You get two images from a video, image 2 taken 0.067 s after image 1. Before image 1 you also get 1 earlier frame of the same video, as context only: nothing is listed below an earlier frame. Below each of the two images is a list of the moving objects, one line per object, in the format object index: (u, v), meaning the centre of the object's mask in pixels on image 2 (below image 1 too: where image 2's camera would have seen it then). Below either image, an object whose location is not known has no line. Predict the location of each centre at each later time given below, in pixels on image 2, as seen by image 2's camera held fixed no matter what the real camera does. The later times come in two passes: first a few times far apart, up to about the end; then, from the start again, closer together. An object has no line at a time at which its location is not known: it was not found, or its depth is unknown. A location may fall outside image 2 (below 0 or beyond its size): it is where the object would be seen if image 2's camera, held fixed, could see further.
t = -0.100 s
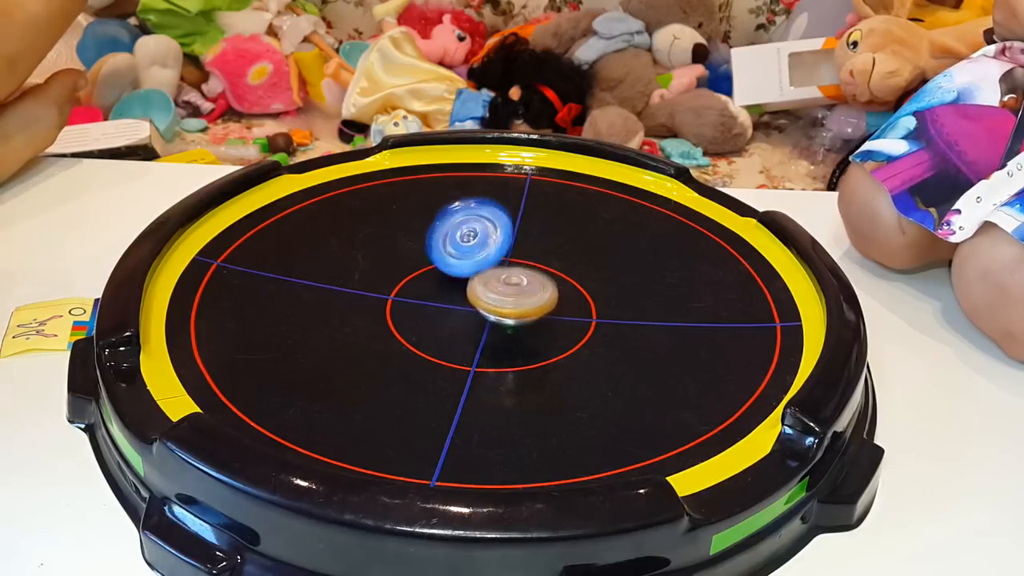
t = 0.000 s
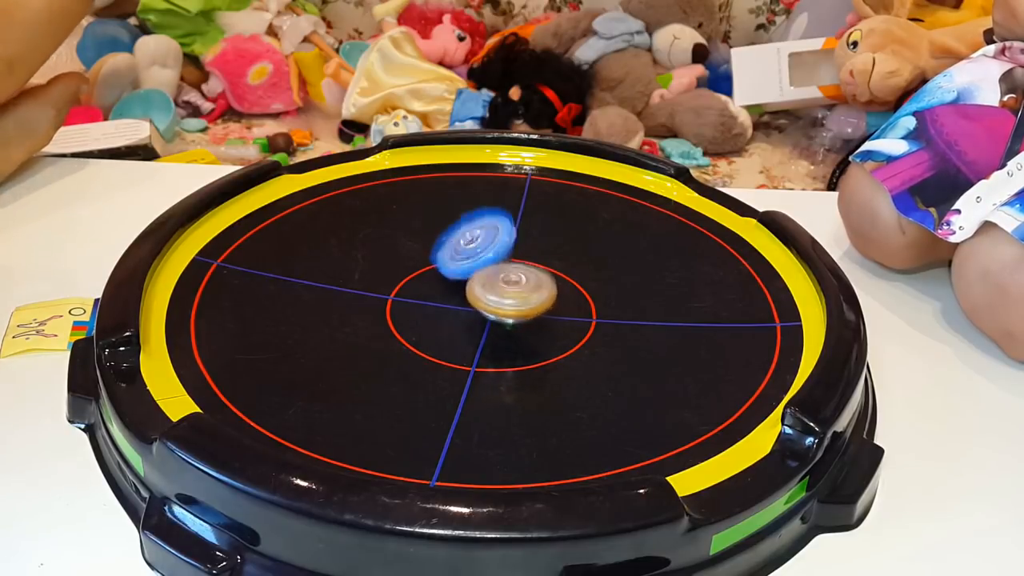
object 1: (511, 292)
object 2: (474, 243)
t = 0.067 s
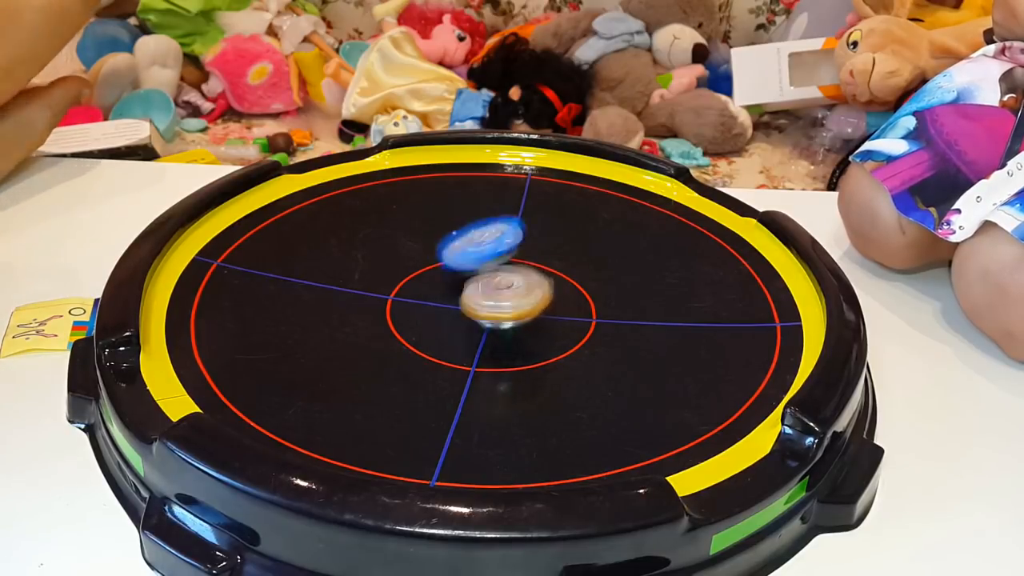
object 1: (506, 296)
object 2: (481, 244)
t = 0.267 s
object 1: (479, 313)
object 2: (508, 247)
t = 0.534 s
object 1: (503, 307)
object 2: (492, 249)
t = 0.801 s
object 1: (515, 303)
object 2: (488, 247)
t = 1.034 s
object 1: (517, 326)
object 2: (486, 256)
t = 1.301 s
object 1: (514, 337)
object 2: (481, 251)
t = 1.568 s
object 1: (513, 336)
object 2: (476, 262)
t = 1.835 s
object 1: (513, 336)
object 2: (471, 260)
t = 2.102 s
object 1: (513, 336)
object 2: (472, 266)
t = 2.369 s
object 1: (513, 336)
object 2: (468, 262)
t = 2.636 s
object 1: (513, 336)
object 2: (476, 262)
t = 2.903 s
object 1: (513, 336)
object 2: (476, 273)
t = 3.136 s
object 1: (513, 336)
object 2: (487, 269)
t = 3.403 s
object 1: (513, 336)
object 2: (480, 280)
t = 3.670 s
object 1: (513, 336)
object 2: (483, 274)
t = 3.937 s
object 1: (513, 336)
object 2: (485, 274)
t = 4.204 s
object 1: (513, 335)
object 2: (484, 274)
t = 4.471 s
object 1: (513, 335)
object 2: (486, 274)
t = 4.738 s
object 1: (513, 336)
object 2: (486, 274)
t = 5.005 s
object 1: (513, 335)
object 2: (486, 274)
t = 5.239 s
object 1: (513, 335)
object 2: (486, 274)
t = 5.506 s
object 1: (513, 335)
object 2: (486, 274)
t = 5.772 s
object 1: (513, 335)
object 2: (486, 274)
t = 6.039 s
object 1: (513, 335)
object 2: (486, 274)
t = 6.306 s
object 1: (513, 335)
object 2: (486, 274)
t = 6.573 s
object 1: (513, 335)
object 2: (486, 274)
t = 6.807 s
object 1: (514, 335)
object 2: (487, 274)
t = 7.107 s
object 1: (513, 335)
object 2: (486, 273)
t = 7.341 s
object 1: (513, 336)
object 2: (486, 274)
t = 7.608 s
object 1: (513, 335)
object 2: (486, 273)
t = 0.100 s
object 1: (500, 305)
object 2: (489, 242)
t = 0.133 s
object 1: (493, 310)
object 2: (494, 241)
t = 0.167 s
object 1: (486, 314)
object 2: (502, 242)
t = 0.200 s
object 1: (484, 315)
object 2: (509, 243)
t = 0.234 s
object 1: (480, 315)
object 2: (512, 244)
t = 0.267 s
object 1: (479, 313)
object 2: (508, 247)
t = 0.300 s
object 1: (483, 314)
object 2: (504, 247)
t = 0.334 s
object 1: (486, 316)
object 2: (499, 247)
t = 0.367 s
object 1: (492, 316)
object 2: (496, 247)
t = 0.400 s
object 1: (494, 313)
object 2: (496, 248)
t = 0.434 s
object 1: (497, 314)
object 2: (496, 248)
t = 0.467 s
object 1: (500, 313)
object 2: (496, 249)
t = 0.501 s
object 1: (502, 313)
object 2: (494, 250)
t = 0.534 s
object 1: (503, 307)
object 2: (492, 249)
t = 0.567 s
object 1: (507, 308)
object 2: (490, 249)
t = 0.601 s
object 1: (509, 307)
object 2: (488, 249)
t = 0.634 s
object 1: (511, 305)
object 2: (488, 247)
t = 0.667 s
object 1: (514, 301)
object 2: (488, 242)
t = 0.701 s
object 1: (516, 303)
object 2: (488, 242)
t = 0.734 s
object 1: (516, 302)
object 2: (489, 243)
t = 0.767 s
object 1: (515, 302)
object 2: (489, 245)
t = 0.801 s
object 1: (515, 303)
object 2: (488, 247)
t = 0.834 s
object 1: (516, 307)
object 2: (489, 245)
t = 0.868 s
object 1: (518, 311)
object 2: (489, 245)
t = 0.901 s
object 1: (519, 315)
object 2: (487, 246)
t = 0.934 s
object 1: (520, 319)
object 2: (486, 248)
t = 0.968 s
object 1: (519, 322)
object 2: (487, 251)
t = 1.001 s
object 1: (518, 324)
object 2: (487, 254)
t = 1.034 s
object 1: (517, 326)
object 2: (486, 256)
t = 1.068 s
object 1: (516, 328)
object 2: (483, 256)
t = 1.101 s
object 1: (515, 329)
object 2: (481, 255)
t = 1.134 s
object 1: (515, 331)
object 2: (480, 256)
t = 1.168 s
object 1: (515, 332)
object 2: (482, 255)
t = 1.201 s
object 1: (514, 334)
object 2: (485, 253)
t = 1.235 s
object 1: (514, 337)
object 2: (486, 251)
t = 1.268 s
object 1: (514, 338)
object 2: (484, 249)
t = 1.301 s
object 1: (514, 337)
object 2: (481, 251)
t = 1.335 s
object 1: (513, 335)
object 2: (477, 254)
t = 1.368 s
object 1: (513, 336)
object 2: (474, 255)
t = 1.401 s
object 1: (513, 336)
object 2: (476, 254)
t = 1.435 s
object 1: (513, 336)
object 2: (479, 254)
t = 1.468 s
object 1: (513, 336)
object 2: (479, 256)
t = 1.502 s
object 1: (513, 336)
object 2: (478, 260)
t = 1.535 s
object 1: (513, 336)
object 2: (477, 262)
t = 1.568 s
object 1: (513, 336)
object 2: (476, 262)
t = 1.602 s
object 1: (513, 336)
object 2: (475, 262)
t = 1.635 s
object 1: (513, 336)
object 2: (475, 262)
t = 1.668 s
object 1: (513, 336)
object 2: (477, 260)
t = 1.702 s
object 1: (513, 336)
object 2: (480, 257)
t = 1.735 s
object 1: (513, 335)
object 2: (478, 255)
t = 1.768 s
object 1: (513, 335)
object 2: (475, 256)
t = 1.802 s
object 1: (514, 336)
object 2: (474, 260)
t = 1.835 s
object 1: (513, 336)
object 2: (471, 260)
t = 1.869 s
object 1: (513, 336)
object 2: (471, 258)
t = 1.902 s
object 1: (513, 336)
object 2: (474, 258)
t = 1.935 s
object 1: (513, 336)
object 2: (475, 260)
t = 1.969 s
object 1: (513, 336)
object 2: (474, 263)
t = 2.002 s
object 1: (513, 336)
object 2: (473, 266)
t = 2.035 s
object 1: (513, 336)
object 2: (472, 266)
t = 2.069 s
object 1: (513, 336)
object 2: (471, 266)
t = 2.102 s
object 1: (513, 336)
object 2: (472, 266)
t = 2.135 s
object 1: (513, 336)
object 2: (475, 265)
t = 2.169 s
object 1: (513, 336)
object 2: (479, 263)
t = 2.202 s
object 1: (513, 336)
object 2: (480, 264)
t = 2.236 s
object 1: (513, 336)
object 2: (477, 262)
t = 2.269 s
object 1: (513, 336)
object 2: (474, 260)
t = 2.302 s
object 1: (513, 336)
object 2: (472, 259)
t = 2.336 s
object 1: (513, 336)
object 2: (469, 260)
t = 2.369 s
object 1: (513, 336)
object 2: (468, 262)
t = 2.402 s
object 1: (513, 336)
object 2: (469, 265)
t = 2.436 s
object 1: (513, 336)
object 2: (471, 267)
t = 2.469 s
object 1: (513, 336)
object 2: (472, 268)
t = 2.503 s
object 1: (513, 336)
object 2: (472, 268)
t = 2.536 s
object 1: (513, 336)
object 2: (473, 267)
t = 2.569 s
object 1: (513, 336)
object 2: (476, 265)
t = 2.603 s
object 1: (513, 336)
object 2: (477, 261)
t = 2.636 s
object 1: (513, 336)
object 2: (476, 262)
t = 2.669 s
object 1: (513, 336)
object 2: (474, 264)
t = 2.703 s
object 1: (513, 336)
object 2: (470, 267)
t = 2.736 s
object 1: (513, 336)
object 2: (465, 268)
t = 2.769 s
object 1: (513, 336)
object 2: (466, 267)
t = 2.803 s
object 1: (513, 336)
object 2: (469, 270)
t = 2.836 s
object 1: (513, 336)
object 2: (472, 272)
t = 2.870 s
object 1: (513, 336)
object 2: (475, 272)
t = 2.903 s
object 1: (513, 336)
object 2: (476, 273)
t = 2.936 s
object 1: (513, 336)
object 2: (478, 272)
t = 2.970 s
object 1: (513, 336)
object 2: (481, 273)
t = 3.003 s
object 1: (513, 336)
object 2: (485, 267)
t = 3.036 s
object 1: (513, 336)
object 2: (486, 265)
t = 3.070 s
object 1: (513, 336)
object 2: (488, 265)
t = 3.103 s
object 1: (513, 336)
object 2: (488, 267)
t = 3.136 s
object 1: (513, 336)
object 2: (487, 269)
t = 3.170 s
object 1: (513, 336)
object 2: (487, 267)
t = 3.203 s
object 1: (513, 336)
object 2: (486, 269)
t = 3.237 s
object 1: (513, 336)
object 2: (484, 271)
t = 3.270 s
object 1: (513, 336)
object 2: (484, 273)
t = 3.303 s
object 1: (513, 336)
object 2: (484, 275)
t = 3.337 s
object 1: (513, 336)
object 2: (484, 279)
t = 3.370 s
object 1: (513, 336)
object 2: (482, 280)
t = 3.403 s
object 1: (513, 336)
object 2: (480, 280)
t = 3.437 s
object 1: (513, 336)
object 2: (479, 281)
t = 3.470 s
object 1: (513, 335)
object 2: (478, 281)
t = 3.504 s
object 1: (513, 336)
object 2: (476, 280)
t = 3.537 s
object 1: (513, 336)
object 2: (475, 280)
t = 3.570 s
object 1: (513, 336)
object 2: (477, 275)
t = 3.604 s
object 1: (513, 336)
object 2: (481, 274)
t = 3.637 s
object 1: (513, 336)
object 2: (484, 274)
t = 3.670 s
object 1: (513, 336)
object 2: (483, 274)
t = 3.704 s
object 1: (513, 336)
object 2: (481, 274)
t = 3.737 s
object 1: (513, 336)
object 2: (481, 274)
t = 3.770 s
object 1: (513, 336)
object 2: (482, 274)
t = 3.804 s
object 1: (513, 335)
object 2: (485, 273)
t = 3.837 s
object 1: (513, 336)
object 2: (487, 272)
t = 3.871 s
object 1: (513, 335)
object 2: (488, 272)
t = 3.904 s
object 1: (513, 336)
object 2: (487, 273)
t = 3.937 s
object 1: (513, 336)
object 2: (485, 274)
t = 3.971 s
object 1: (513, 336)
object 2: (483, 274)
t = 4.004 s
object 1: (513, 336)
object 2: (482, 275)
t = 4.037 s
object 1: (513, 335)
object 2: (483, 274)
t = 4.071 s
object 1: (513, 336)
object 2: (485, 274)
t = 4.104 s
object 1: (513, 335)
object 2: (486, 273)
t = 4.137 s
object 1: (513, 335)
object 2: (486, 274)
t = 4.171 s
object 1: (513, 335)
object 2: (484, 274)
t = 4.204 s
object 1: (513, 335)
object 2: (484, 274)
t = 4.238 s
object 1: (513, 335)
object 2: (485, 274)
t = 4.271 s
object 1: (513, 336)
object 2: (486, 274)
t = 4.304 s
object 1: (513, 335)
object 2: (486, 274)
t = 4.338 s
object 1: (513, 335)
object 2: (486, 274)
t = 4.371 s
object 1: (513, 335)
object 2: (486, 274)
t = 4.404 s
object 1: (513, 335)
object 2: (486, 274)
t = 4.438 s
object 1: (513, 335)
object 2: (486, 274)
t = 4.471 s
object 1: (513, 335)
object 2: (486, 274)
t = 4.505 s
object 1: (513, 335)
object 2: (486, 274)
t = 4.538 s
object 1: (513, 335)
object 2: (486, 274)
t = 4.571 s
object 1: (513, 335)
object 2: (486, 274)
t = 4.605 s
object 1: (513, 335)
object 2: (486, 274)
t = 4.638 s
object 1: (513, 336)
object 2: (486, 274)
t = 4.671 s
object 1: (513, 336)
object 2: (486, 274)
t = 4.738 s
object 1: (513, 336)
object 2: (486, 274)
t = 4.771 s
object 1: (513, 336)
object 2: (486, 274)
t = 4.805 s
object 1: (513, 336)
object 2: (486, 274)
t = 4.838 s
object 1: (513, 336)
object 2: (486, 274)
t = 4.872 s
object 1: (513, 336)
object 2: (486, 274)
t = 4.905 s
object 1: (513, 335)
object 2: (486, 274)
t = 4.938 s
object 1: (513, 335)
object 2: (486, 274)
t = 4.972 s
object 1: (513, 335)
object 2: (486, 274)
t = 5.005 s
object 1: (513, 335)
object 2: (486, 274)
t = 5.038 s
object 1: (513, 335)
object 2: (486, 274)
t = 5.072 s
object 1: (513, 335)
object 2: (486, 274)
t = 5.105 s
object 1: (513, 335)
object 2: (486, 274)
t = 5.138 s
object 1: (513, 335)
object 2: (486, 274)
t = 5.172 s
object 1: (513, 335)
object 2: (486, 274)
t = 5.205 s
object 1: (513, 335)
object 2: (486, 274)
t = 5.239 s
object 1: (513, 335)
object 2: (486, 274)
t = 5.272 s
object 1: (513, 335)
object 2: (486, 274)
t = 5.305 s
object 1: (513, 335)
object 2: (486, 274)
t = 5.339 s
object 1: (513, 335)
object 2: (486, 274)
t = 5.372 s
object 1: (513, 335)
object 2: (486, 274)
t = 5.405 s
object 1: (513, 335)
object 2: (486, 274)
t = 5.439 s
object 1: (513, 335)
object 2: (486, 274)
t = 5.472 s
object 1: (513, 335)
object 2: (486, 274)
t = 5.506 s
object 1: (513, 335)
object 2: (486, 274)
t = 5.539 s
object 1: (513, 335)
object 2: (486, 274)
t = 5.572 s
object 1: (513, 335)
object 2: (486, 274)
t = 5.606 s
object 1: (513, 336)
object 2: (486, 274)
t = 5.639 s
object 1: (513, 336)
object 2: (486, 274)
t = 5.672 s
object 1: (513, 336)
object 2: (486, 274)
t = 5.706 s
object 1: (513, 336)
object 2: (486, 274)
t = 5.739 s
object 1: (513, 336)
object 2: (486, 274)
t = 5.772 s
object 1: (513, 335)
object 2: (486, 274)
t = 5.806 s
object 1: (513, 336)
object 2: (486, 274)
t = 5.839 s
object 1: (513, 336)
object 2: (486, 274)
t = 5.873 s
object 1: (513, 335)
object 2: (486, 274)
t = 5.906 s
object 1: (513, 335)
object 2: (486, 274)
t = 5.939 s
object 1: (513, 336)
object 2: (486, 274)
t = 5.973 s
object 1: (513, 336)
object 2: (486, 274)
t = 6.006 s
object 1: (513, 335)
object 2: (486, 274)
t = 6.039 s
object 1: (513, 335)
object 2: (486, 274)
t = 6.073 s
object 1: (513, 336)
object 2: (486, 274)
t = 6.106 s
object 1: (513, 336)
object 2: (486, 274)
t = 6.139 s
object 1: (513, 336)
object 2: (486, 274)
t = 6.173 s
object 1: (513, 336)
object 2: (486, 274)
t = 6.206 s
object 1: (513, 335)
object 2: (486, 274)
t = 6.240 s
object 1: (513, 335)
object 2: (486, 274)
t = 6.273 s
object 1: (513, 335)
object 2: (486, 274)
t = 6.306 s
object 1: (513, 335)
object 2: (486, 274)
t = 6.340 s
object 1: (513, 335)
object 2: (486, 274)
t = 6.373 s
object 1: (513, 335)
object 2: (486, 274)
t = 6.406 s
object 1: (513, 335)
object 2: (486, 274)
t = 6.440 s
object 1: (513, 335)
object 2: (486, 274)
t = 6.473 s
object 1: (513, 335)
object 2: (486, 274)
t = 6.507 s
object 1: (513, 335)
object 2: (486, 274)
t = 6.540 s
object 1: (513, 335)
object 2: (486, 274)
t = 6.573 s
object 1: (513, 335)
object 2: (486, 274)
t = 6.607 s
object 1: (513, 335)
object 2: (486, 274)
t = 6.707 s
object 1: (513, 335)
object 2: (486, 274)
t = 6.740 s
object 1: (513, 335)
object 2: (486, 274)
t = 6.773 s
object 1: (513, 335)
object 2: (487, 274)
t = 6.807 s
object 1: (514, 335)
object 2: (487, 274)
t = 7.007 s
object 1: (513, 336)
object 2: (486, 274)
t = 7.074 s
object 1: (513, 335)
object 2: (486, 274)
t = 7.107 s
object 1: (513, 335)
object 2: (486, 273)
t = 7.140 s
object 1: (513, 335)
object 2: (486, 274)
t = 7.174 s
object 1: (513, 336)
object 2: (486, 274)
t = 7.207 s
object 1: (513, 335)
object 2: (486, 274)
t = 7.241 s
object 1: (513, 335)
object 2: (486, 273)
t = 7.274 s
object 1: (513, 335)
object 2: (486, 273)
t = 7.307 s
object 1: (513, 335)
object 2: (486, 274)
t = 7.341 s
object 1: (513, 336)
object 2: (486, 274)
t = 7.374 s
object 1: (513, 336)
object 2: (486, 274)
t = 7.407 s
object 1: (513, 335)
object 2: (486, 274)
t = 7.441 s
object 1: (513, 335)
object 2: (486, 273)
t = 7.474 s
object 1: (513, 335)
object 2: (486, 274)
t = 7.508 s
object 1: (513, 335)
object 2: (486, 274)
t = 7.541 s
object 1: (513, 336)
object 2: (486, 274)
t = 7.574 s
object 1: (513, 335)
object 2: (486, 274)
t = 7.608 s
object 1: (513, 335)
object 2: (486, 273)
